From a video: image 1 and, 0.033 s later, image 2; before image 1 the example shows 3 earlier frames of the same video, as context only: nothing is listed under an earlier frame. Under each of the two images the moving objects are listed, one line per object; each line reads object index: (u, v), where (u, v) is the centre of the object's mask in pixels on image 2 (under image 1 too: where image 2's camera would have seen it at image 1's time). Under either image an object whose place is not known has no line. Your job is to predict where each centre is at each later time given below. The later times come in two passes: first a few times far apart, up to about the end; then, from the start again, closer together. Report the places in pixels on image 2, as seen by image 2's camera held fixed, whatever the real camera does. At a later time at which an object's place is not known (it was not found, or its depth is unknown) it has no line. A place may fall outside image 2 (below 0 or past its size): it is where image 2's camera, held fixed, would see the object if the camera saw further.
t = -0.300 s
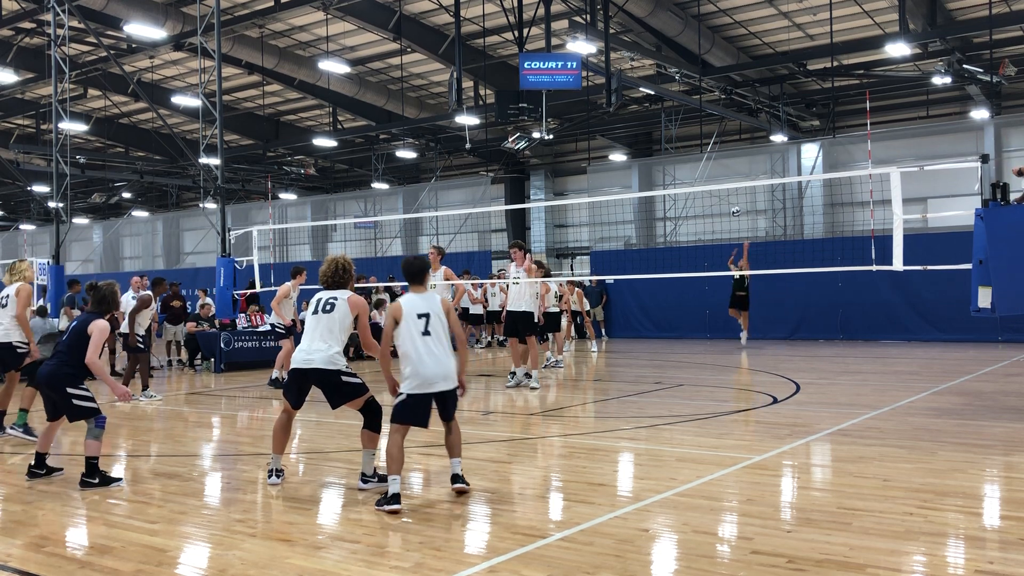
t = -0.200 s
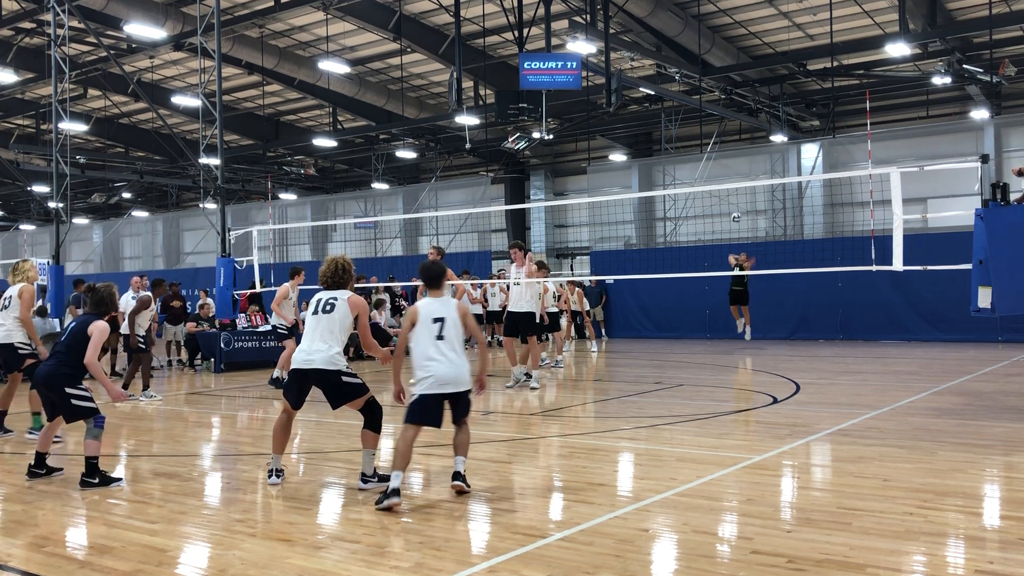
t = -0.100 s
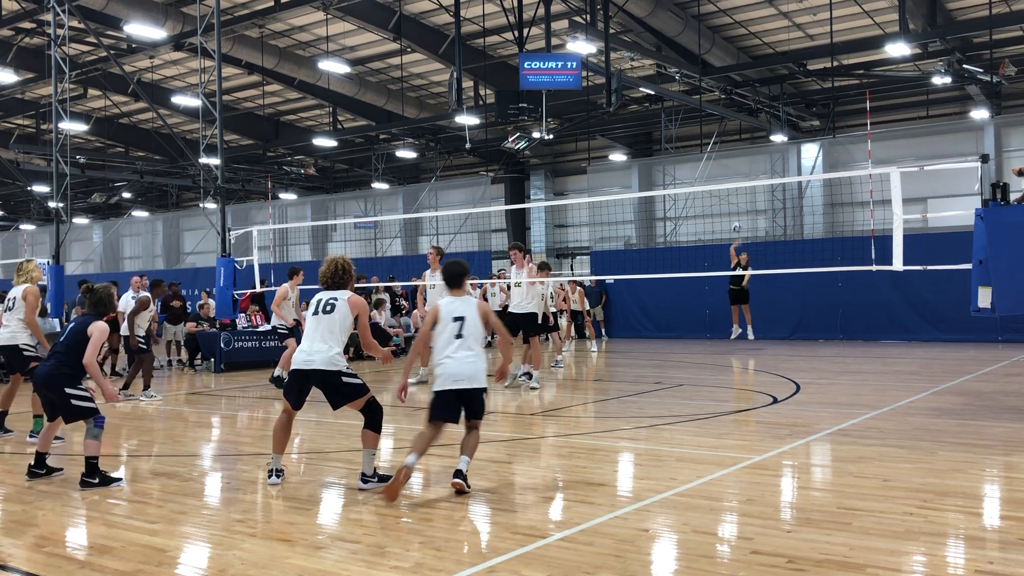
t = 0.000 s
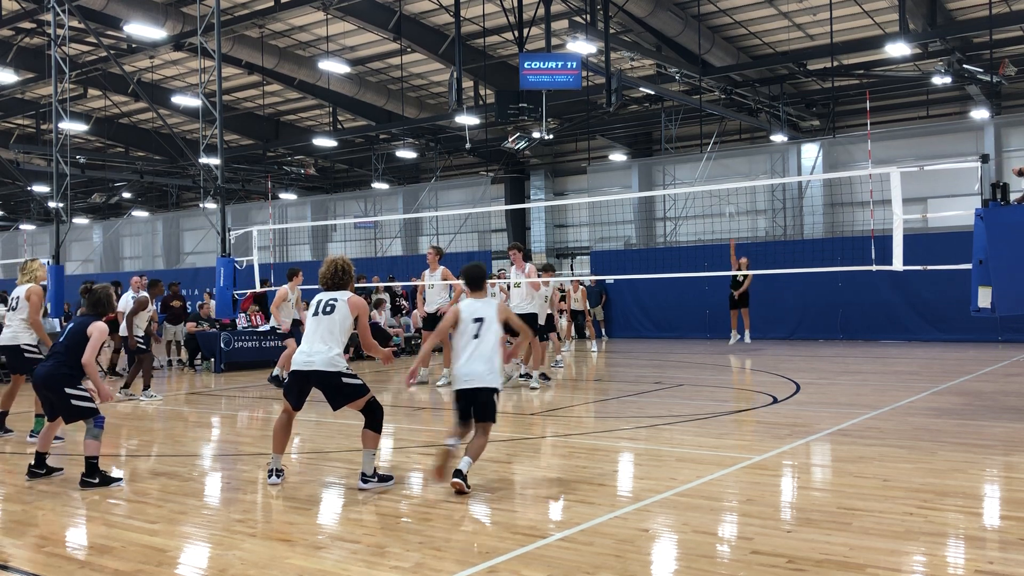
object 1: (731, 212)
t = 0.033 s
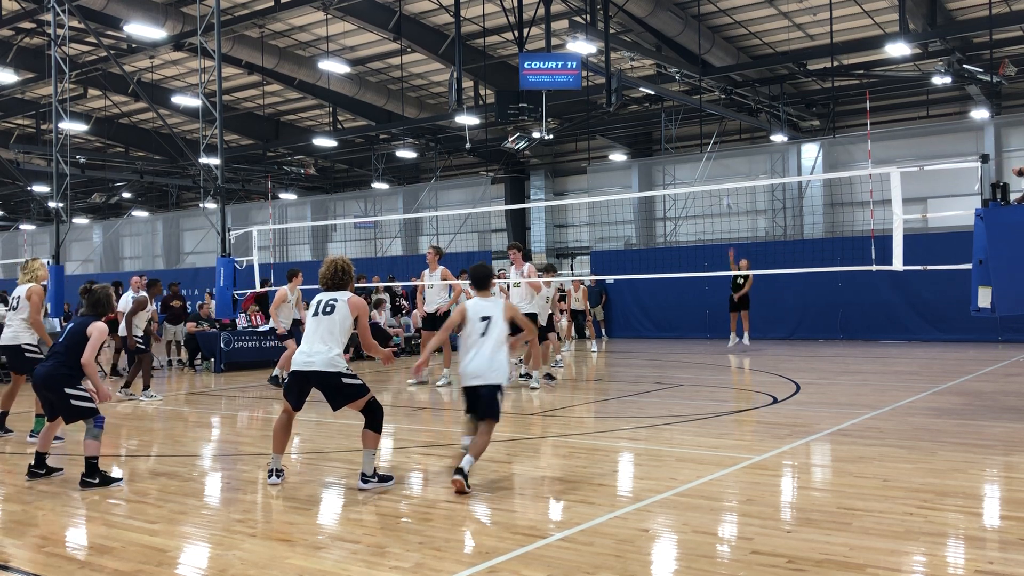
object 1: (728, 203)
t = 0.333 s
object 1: (687, 142)
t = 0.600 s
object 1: (623, 119)
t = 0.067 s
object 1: (725, 194)
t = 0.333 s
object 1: (687, 142)
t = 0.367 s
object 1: (680, 137)
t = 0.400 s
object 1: (673, 132)
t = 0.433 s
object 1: (666, 128)
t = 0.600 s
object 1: (623, 119)
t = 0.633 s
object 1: (615, 120)
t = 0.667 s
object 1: (604, 121)
